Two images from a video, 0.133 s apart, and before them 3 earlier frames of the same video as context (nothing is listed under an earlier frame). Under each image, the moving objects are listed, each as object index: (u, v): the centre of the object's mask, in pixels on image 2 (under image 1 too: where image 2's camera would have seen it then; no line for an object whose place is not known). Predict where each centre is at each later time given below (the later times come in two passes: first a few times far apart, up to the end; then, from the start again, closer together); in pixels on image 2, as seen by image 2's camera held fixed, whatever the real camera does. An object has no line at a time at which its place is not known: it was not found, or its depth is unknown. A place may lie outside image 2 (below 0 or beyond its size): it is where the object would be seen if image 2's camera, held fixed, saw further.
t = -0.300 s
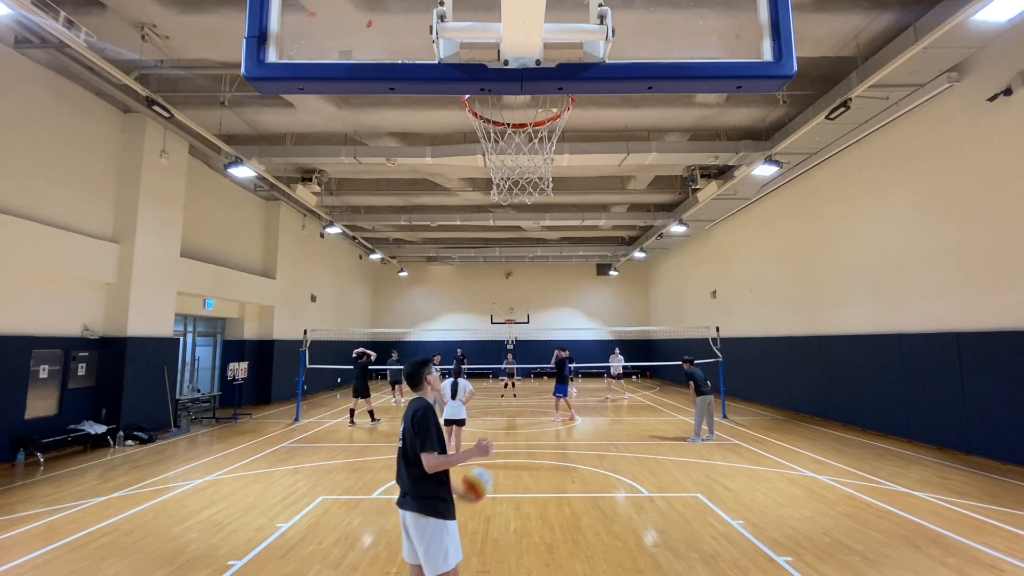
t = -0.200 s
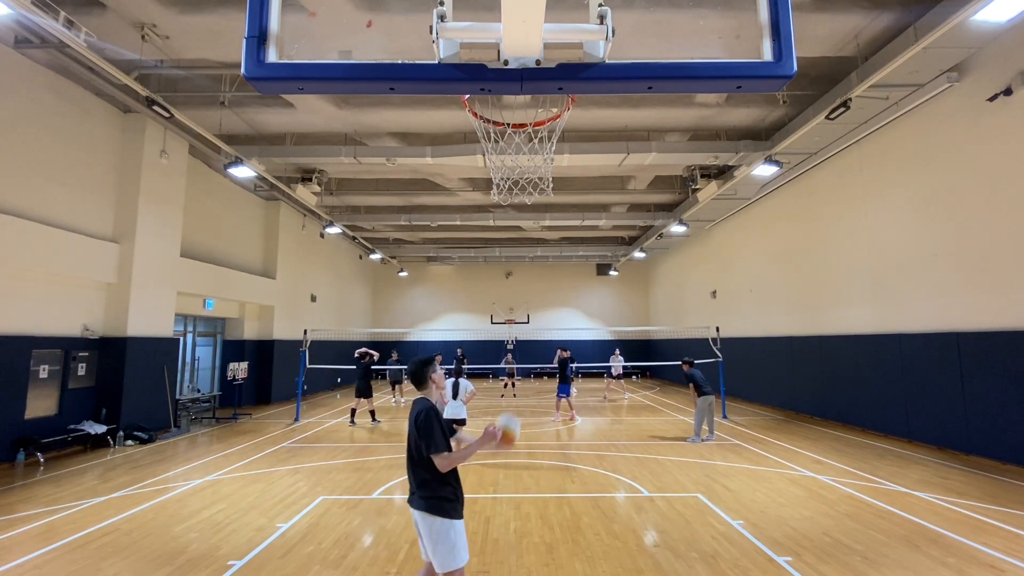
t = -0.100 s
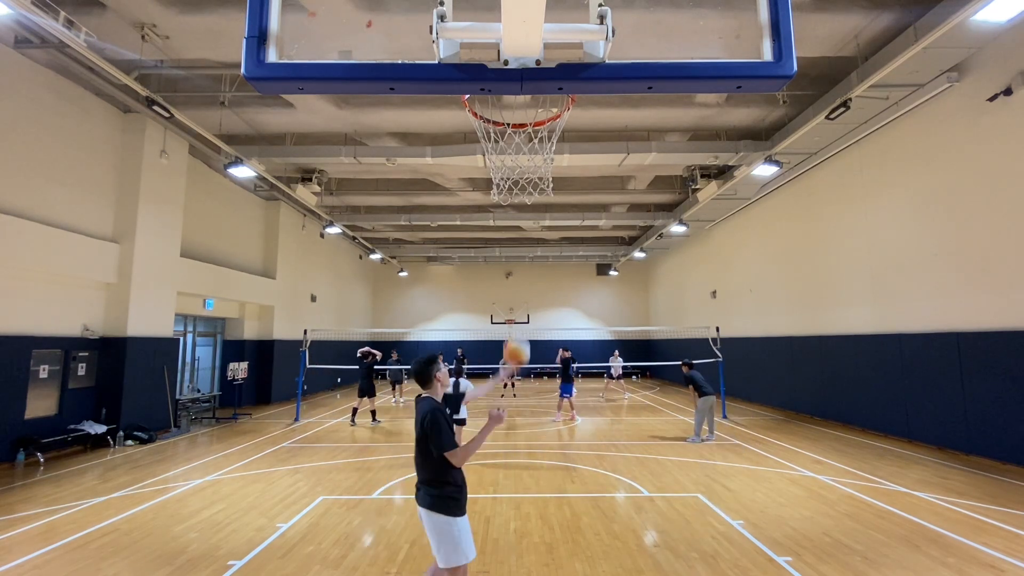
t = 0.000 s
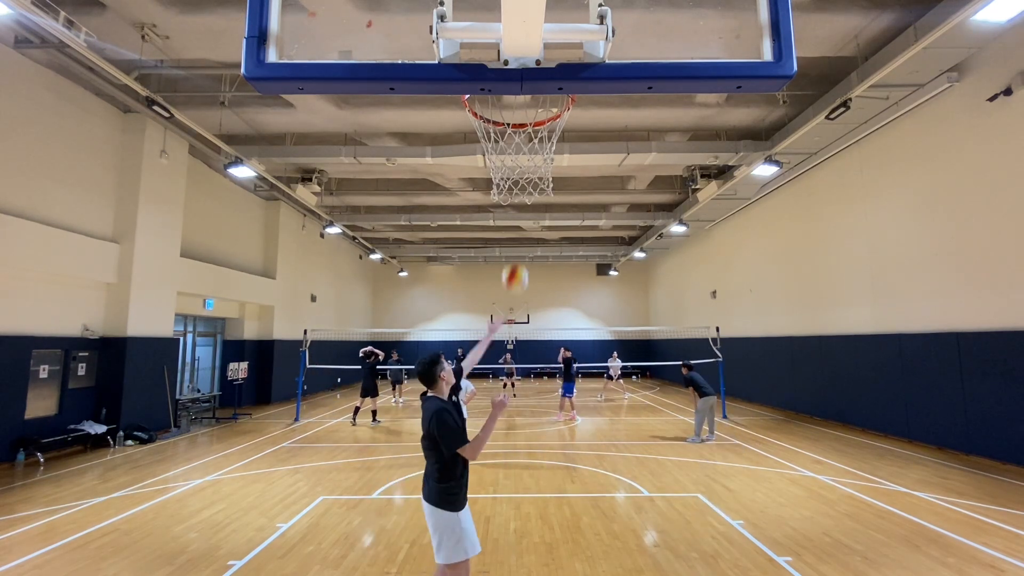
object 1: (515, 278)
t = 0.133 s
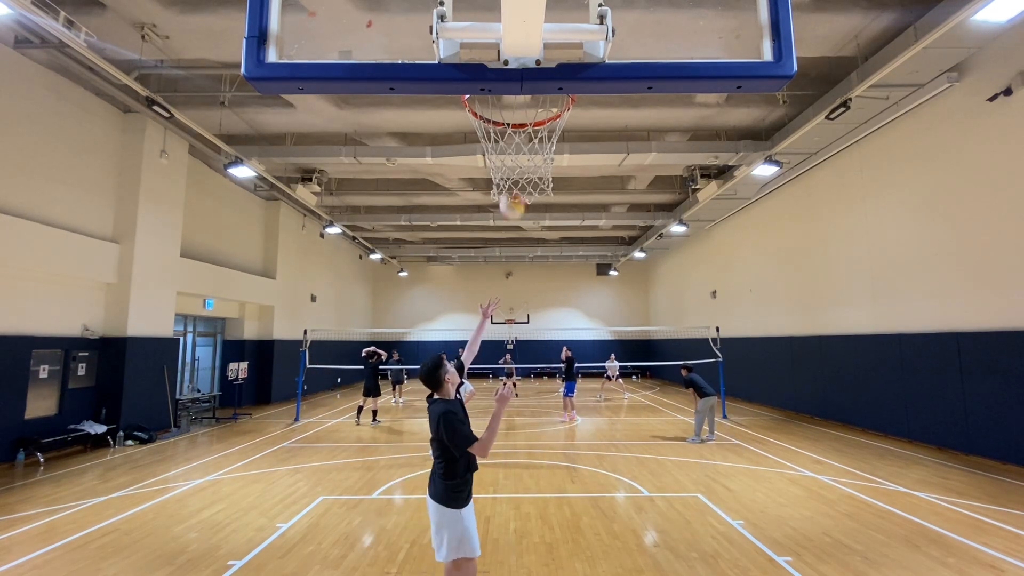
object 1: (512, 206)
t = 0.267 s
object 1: (509, 154)
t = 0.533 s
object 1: (504, 113)
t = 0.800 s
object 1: (501, 162)
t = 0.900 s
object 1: (501, 184)
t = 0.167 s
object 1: (511, 192)
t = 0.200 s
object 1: (510, 178)
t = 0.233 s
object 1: (507, 166)
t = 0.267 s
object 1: (509, 154)
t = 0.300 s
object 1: (509, 146)
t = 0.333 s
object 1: (507, 140)
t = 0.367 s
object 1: (505, 136)
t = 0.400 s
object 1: (506, 128)
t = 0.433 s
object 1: (505, 122)
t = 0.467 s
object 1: (505, 118)
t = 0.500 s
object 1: (505, 114)
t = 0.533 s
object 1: (504, 113)
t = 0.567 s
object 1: (504, 114)
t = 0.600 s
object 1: (505, 117)
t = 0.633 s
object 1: (503, 123)
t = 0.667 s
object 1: (503, 129)
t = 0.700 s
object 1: (502, 138)
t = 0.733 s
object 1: (502, 141)
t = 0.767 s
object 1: (500, 151)
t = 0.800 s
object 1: (501, 162)
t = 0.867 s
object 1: (503, 177)
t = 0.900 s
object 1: (501, 184)
